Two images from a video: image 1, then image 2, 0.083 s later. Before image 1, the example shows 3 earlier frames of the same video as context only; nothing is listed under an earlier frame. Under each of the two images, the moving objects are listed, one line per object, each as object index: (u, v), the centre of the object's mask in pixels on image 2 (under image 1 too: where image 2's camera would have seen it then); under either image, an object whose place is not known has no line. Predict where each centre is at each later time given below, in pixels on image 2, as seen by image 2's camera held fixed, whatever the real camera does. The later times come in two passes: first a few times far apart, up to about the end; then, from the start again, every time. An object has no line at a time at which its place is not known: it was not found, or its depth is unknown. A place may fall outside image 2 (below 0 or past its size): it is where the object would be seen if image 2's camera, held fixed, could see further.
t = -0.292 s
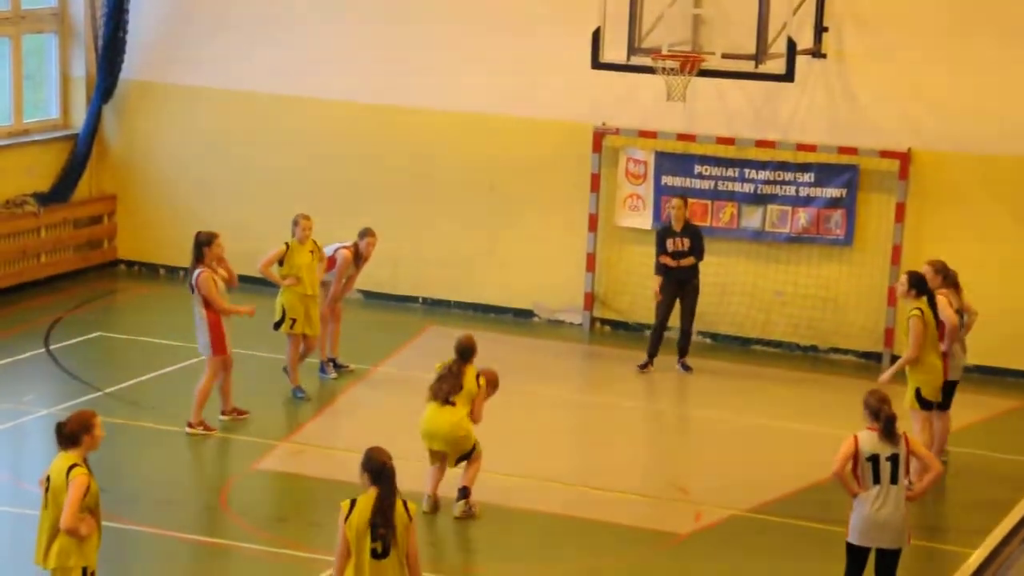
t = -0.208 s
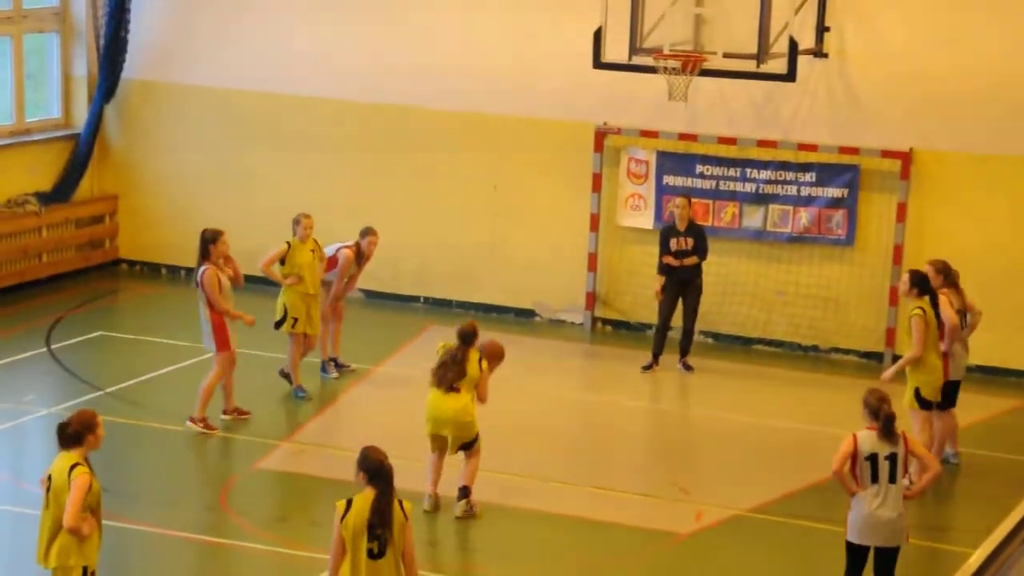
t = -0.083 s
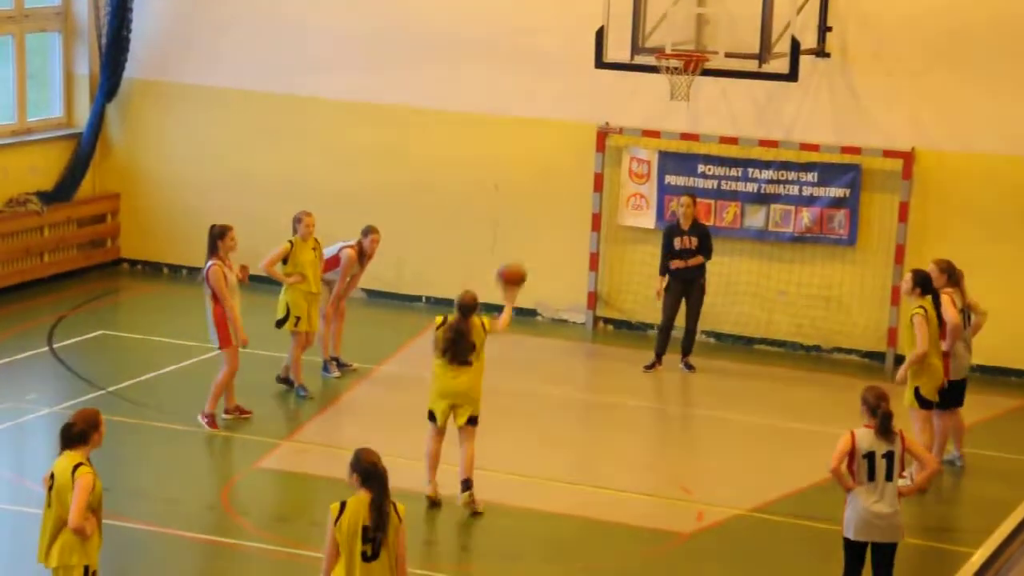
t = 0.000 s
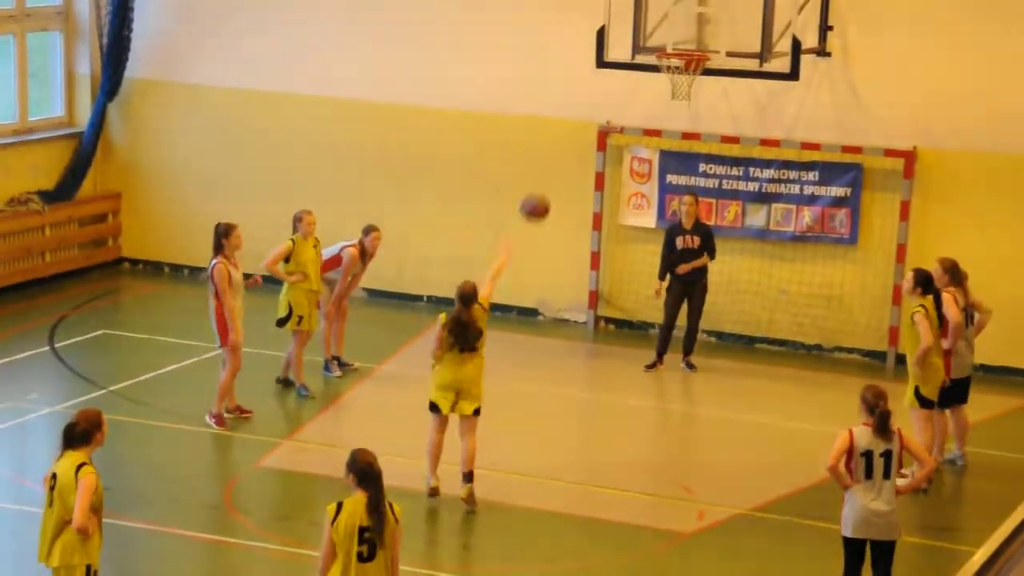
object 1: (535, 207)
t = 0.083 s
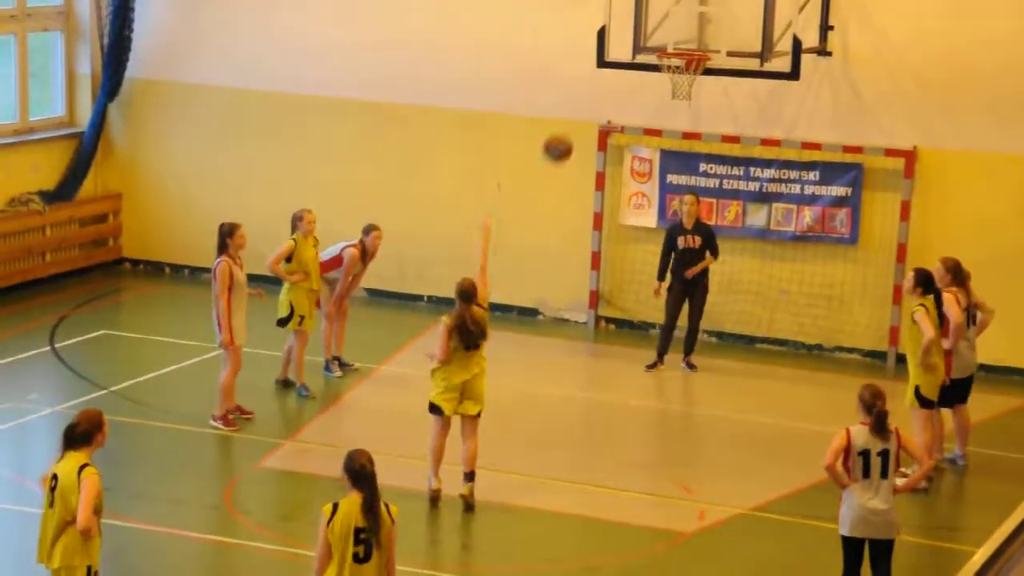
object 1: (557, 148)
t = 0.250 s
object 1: (599, 59)
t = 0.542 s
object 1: (662, -4)
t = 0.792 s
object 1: (703, 12)
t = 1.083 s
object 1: (663, 17)
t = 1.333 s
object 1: (625, 33)
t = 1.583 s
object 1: (584, 120)
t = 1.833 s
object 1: (542, 275)
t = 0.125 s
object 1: (568, 122)
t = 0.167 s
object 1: (578, 99)
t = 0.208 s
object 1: (589, 78)
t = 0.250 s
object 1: (599, 59)
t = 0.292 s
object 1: (608, 44)
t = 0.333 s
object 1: (618, 29)
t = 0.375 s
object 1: (627, 17)
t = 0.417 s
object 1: (636, 7)
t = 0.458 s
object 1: (645, 2)
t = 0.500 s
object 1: (655, -2)
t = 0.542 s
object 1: (662, -4)
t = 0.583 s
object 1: (670, -5)
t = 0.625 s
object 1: (678, -5)
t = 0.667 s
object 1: (685, -4)
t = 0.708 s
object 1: (693, -2)
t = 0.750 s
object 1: (700, 4)
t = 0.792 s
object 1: (703, 12)
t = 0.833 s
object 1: (698, 22)
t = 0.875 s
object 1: (692, 35)
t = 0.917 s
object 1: (687, 45)
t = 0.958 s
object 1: (681, 35)
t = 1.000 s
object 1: (675, 27)
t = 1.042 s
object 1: (669, 21)
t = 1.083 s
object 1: (663, 17)
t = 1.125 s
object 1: (657, 15)
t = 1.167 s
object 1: (651, 15)
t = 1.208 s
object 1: (645, 16)
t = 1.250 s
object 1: (638, 20)
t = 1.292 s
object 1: (633, 25)
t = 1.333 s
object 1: (625, 33)
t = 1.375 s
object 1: (619, 43)
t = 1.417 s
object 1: (612, 54)
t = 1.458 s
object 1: (605, 67)
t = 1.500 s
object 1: (598, 83)
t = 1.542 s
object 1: (591, 101)
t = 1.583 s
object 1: (584, 120)
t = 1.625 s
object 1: (577, 141)
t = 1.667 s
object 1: (570, 164)
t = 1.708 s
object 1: (563, 189)
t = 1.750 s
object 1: (556, 216)
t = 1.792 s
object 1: (549, 244)
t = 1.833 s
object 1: (542, 275)
